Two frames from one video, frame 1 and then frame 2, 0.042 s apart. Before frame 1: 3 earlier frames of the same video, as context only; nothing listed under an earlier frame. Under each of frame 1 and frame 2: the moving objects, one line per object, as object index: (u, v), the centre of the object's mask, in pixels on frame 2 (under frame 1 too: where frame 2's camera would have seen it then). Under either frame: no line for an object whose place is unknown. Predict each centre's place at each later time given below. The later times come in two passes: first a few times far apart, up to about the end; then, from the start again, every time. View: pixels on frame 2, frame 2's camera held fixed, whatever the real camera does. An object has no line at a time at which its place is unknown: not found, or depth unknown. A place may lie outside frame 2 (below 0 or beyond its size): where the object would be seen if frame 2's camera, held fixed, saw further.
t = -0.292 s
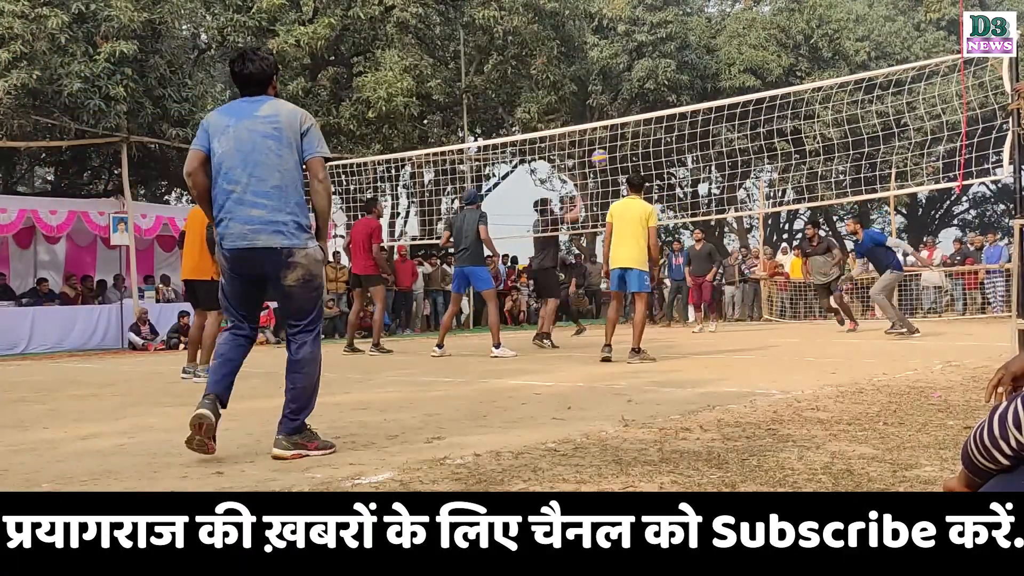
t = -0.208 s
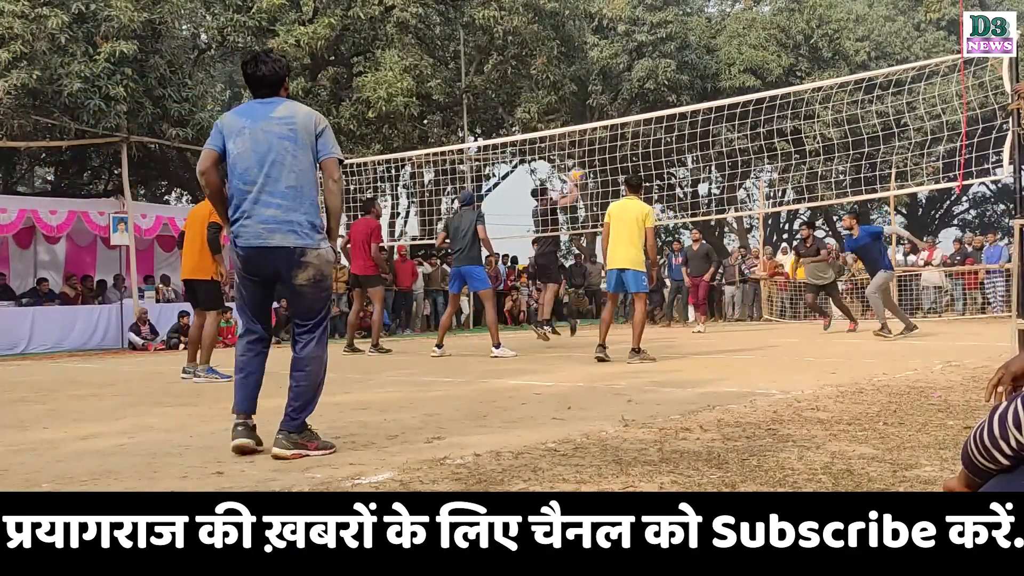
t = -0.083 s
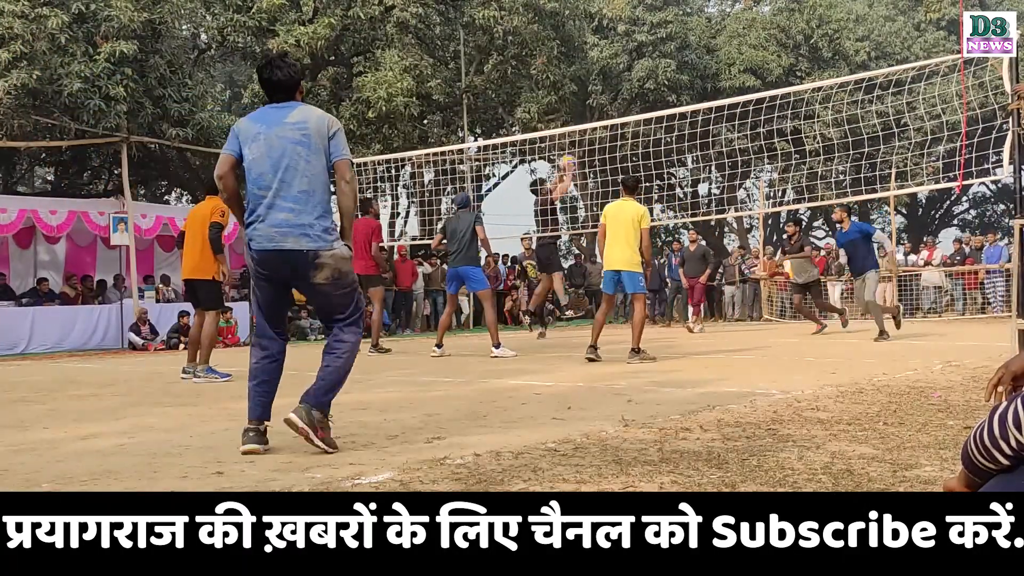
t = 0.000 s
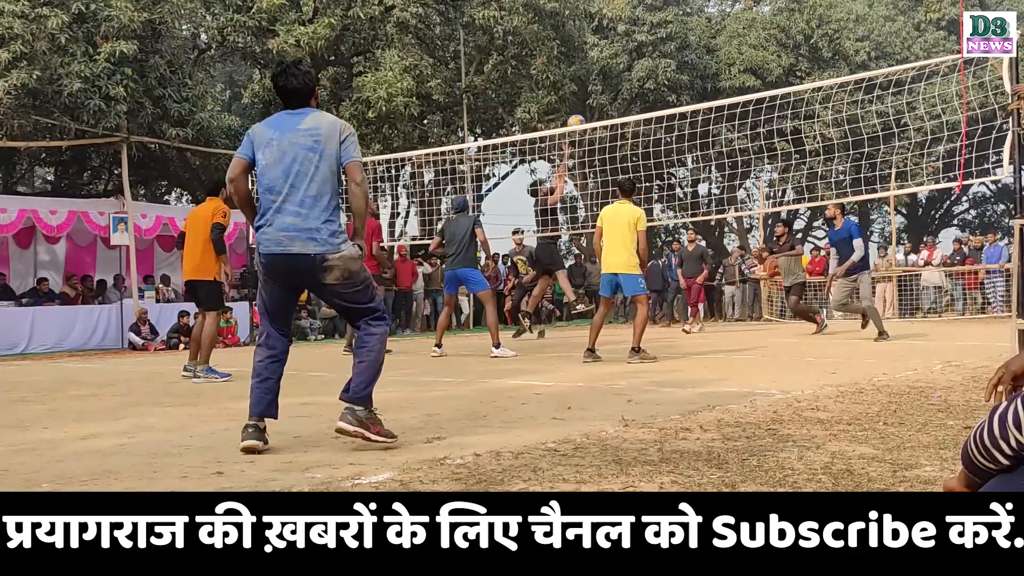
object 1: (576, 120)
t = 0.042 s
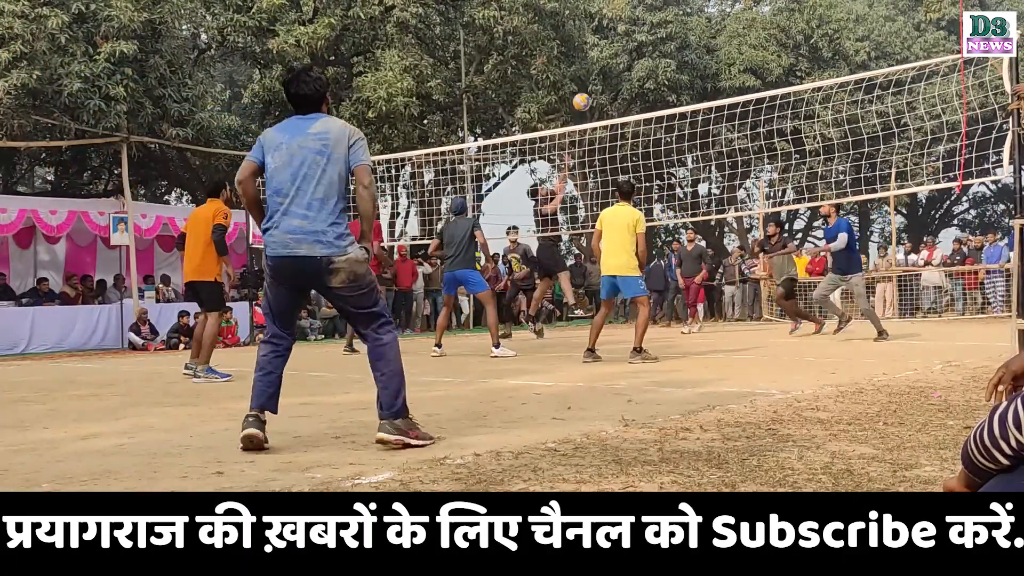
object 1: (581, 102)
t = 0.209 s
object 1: (598, 44)
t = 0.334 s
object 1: (612, 17)
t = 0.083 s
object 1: (585, 88)
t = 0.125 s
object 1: (590, 70)
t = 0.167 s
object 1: (594, 59)
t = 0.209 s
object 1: (598, 44)
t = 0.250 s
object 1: (603, 34)
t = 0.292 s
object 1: (608, 24)
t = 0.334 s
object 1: (612, 17)
